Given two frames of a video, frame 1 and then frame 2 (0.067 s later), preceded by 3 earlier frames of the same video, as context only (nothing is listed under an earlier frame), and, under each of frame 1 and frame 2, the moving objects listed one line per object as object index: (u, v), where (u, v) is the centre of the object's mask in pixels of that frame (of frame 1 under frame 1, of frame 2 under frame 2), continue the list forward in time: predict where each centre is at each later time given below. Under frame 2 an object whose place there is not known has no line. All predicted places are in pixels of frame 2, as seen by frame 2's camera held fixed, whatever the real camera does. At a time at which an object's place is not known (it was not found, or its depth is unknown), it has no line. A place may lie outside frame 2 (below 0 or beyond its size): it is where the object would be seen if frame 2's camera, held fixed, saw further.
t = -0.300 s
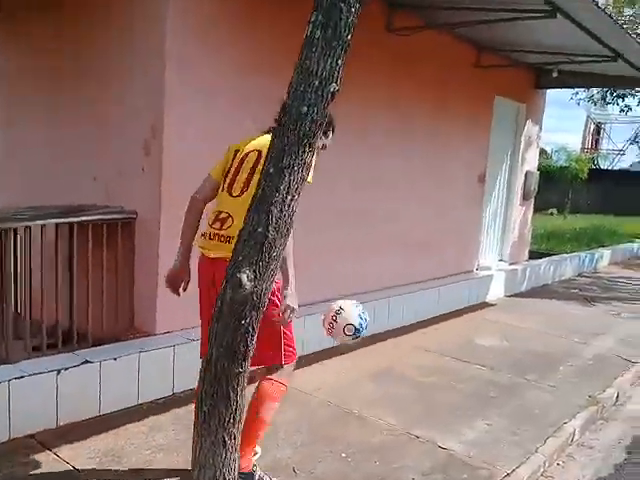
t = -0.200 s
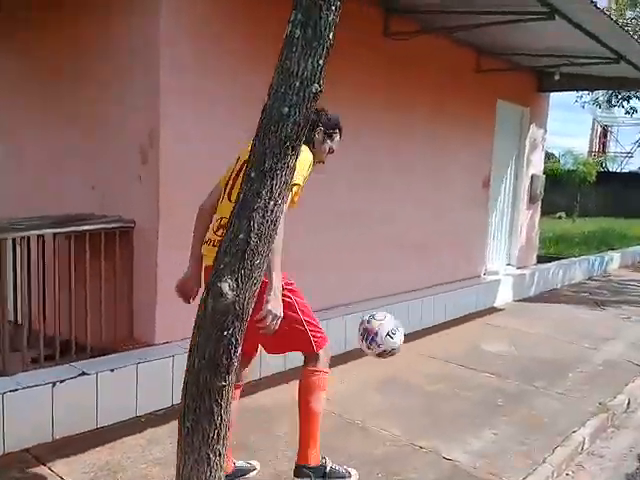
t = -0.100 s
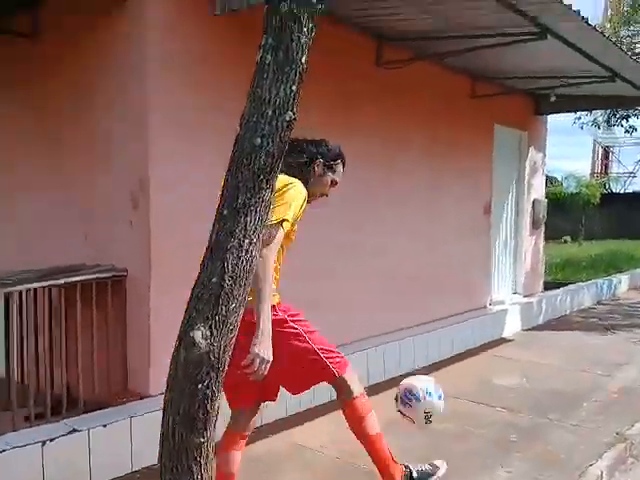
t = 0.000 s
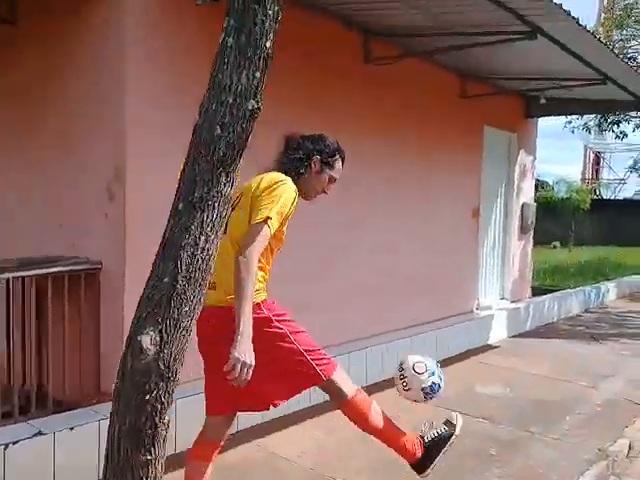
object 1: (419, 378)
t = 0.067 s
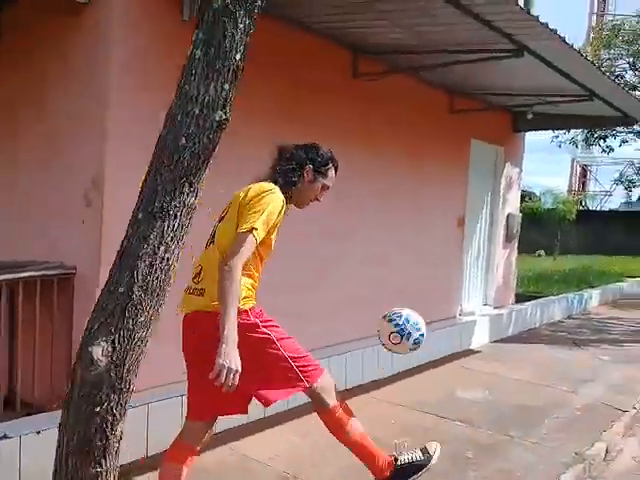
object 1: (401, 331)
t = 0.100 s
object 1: (404, 307)
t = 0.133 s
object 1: (404, 289)
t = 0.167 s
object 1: (404, 271)
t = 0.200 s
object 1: (406, 255)
